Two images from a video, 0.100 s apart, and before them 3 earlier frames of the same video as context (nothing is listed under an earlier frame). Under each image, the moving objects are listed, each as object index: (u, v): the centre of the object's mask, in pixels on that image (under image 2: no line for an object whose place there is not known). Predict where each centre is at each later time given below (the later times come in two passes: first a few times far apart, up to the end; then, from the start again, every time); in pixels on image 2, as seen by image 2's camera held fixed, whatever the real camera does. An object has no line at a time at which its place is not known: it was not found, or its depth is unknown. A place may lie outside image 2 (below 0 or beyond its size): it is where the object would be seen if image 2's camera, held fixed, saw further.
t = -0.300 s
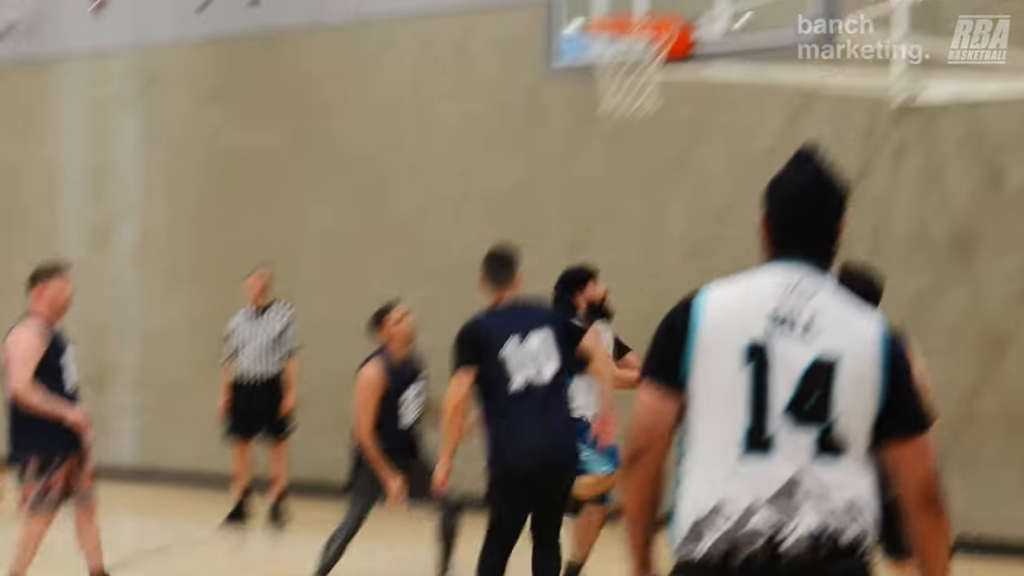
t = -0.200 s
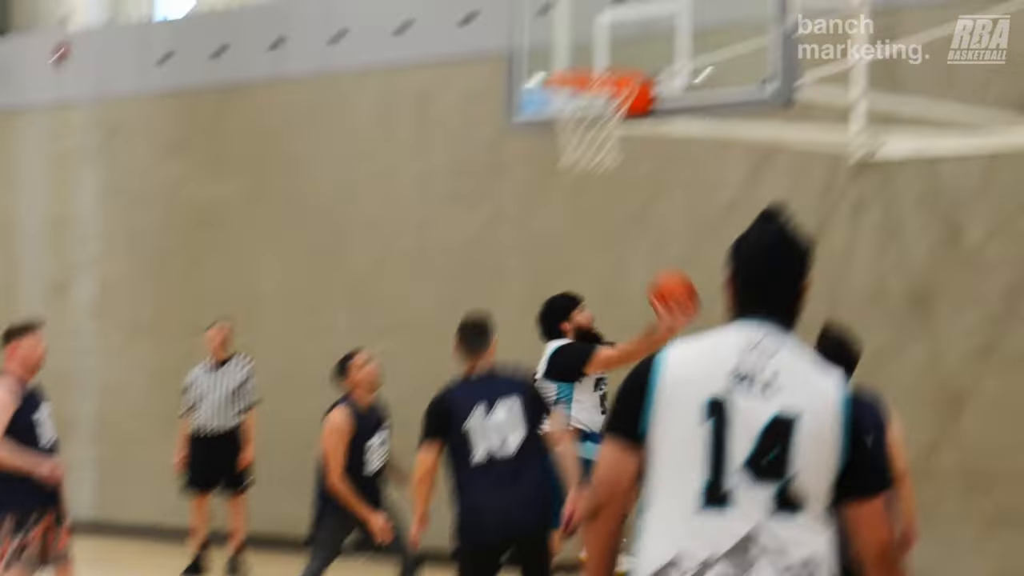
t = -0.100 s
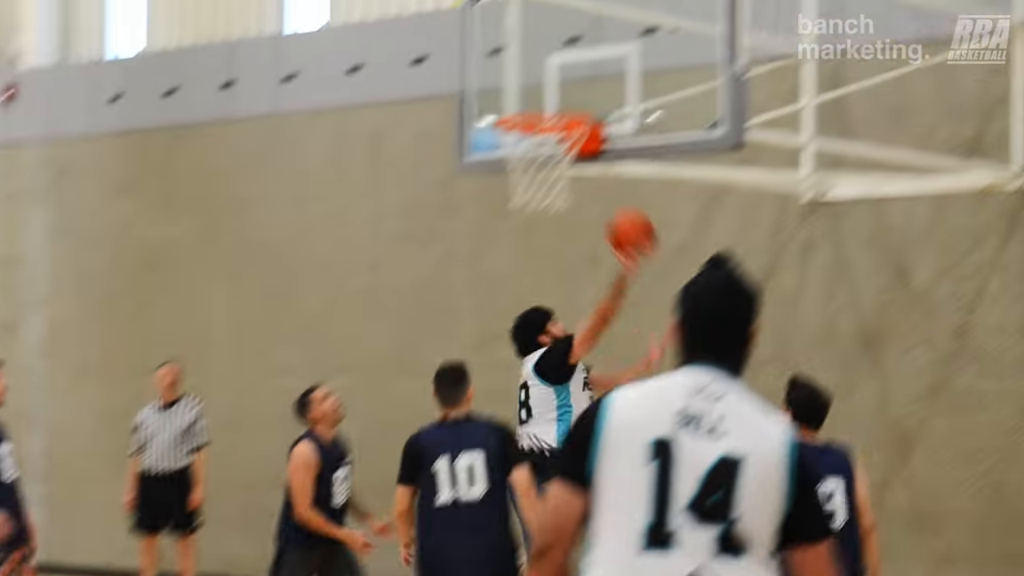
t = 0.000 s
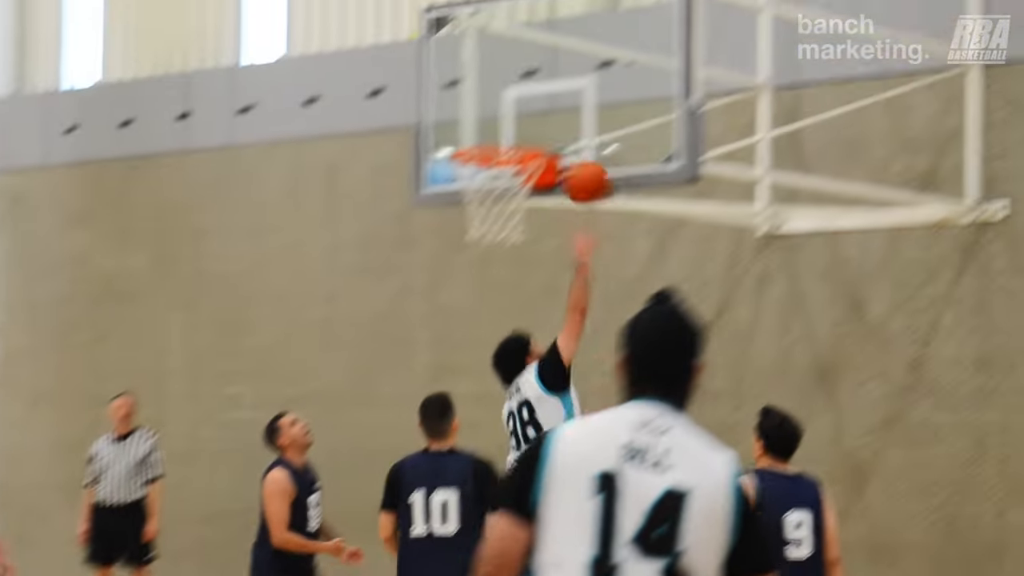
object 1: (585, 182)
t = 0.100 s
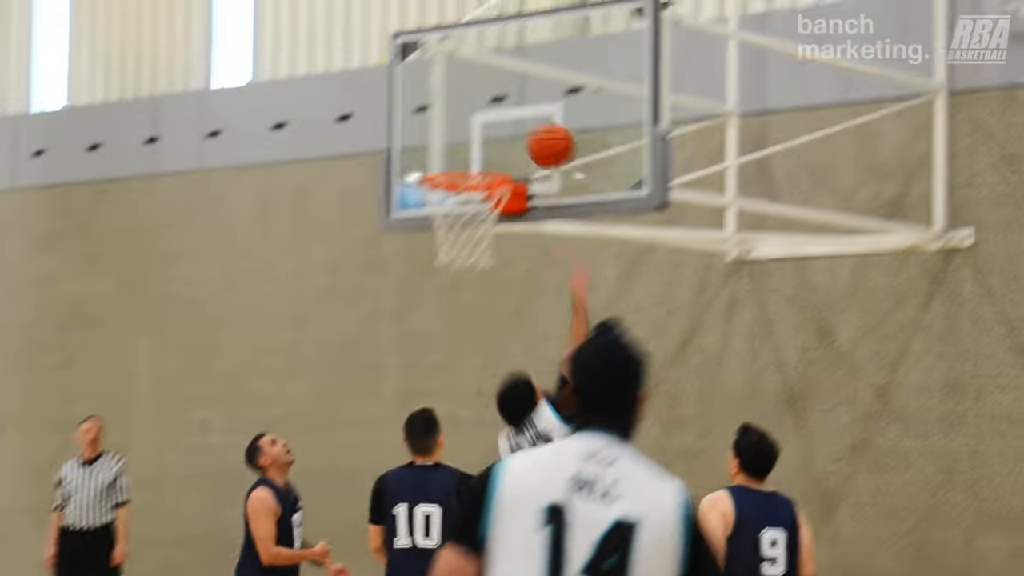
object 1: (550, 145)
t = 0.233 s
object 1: (530, 113)
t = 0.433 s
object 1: (487, 143)
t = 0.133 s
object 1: (549, 130)
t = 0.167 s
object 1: (545, 120)
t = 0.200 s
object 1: (538, 115)
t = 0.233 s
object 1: (530, 113)
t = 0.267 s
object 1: (524, 113)
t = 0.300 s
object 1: (516, 115)
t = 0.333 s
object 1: (509, 118)
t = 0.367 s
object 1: (502, 125)
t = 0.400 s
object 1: (495, 132)
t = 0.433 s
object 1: (487, 143)
